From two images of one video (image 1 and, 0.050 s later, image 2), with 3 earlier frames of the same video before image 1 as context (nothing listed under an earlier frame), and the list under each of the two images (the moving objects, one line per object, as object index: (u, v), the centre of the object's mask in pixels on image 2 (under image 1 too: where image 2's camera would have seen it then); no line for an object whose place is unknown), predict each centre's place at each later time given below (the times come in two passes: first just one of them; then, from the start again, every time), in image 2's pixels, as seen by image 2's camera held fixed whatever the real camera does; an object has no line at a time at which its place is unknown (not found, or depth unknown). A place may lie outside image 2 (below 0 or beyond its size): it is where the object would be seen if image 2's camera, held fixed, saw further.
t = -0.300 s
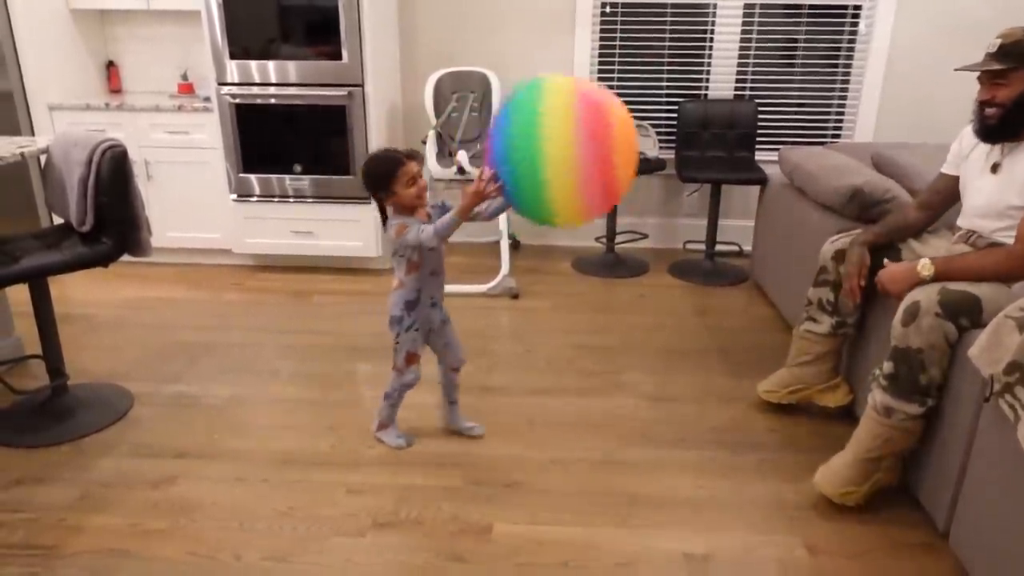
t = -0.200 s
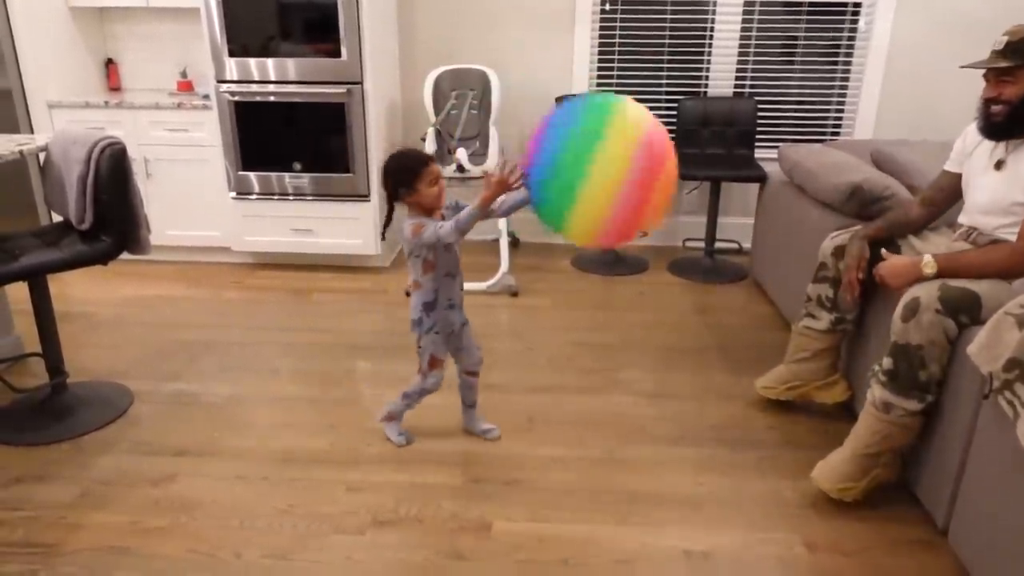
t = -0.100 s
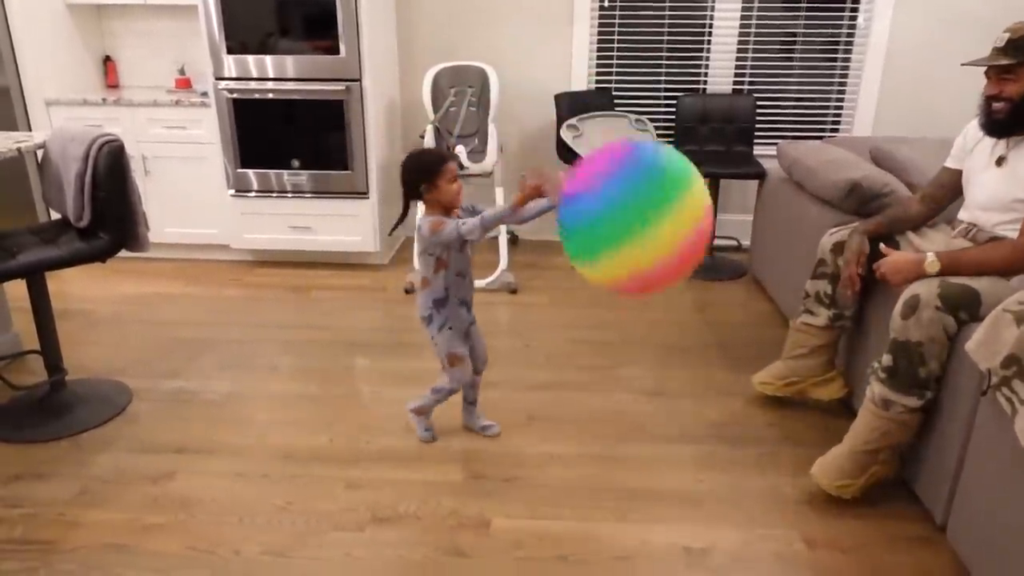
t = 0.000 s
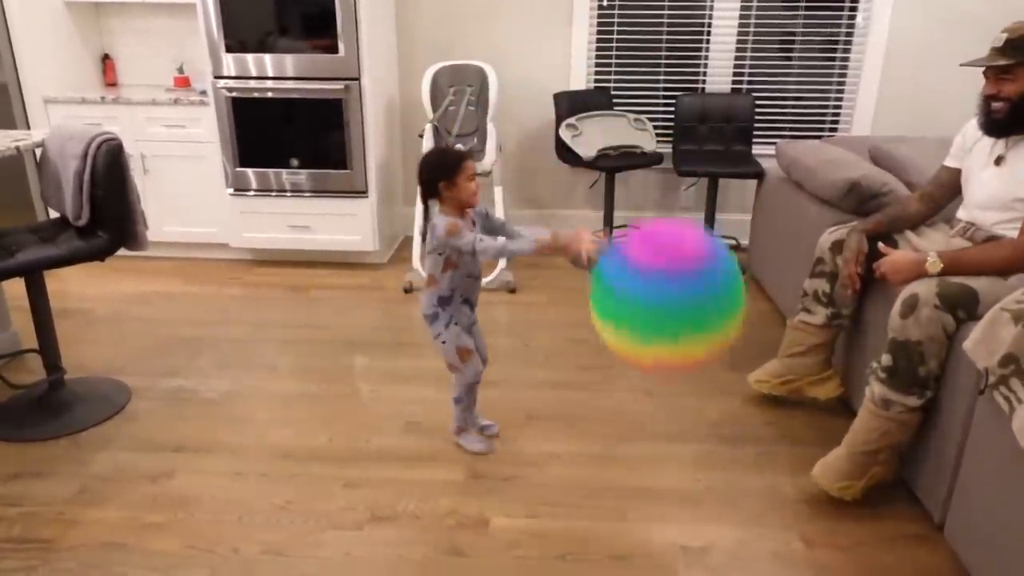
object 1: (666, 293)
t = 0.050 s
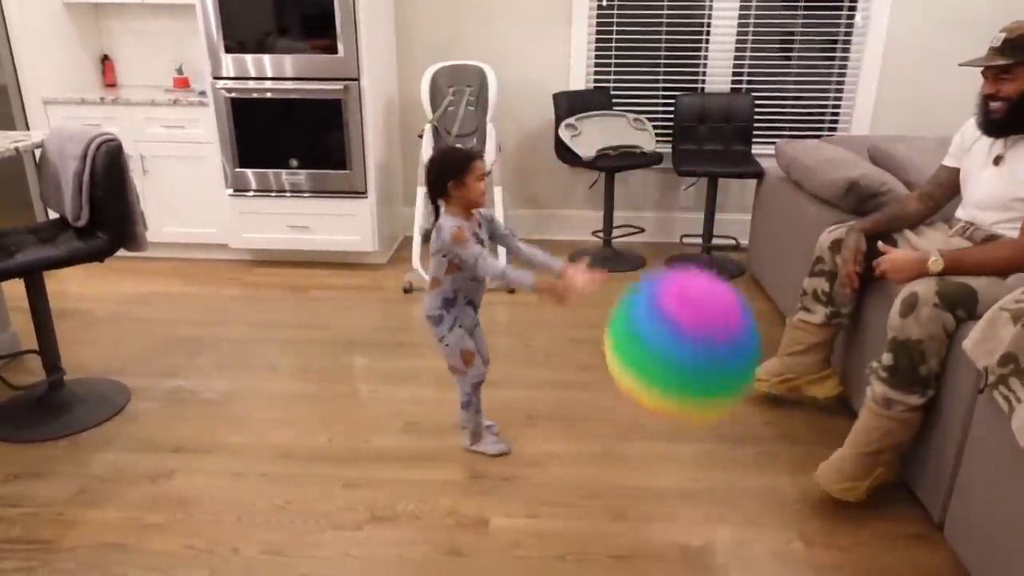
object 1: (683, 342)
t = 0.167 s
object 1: (716, 469)
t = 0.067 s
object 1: (688, 360)
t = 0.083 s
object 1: (692, 380)
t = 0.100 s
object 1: (697, 400)
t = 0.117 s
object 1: (701, 422)
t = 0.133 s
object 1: (705, 441)
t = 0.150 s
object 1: (710, 463)
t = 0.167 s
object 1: (716, 469)
